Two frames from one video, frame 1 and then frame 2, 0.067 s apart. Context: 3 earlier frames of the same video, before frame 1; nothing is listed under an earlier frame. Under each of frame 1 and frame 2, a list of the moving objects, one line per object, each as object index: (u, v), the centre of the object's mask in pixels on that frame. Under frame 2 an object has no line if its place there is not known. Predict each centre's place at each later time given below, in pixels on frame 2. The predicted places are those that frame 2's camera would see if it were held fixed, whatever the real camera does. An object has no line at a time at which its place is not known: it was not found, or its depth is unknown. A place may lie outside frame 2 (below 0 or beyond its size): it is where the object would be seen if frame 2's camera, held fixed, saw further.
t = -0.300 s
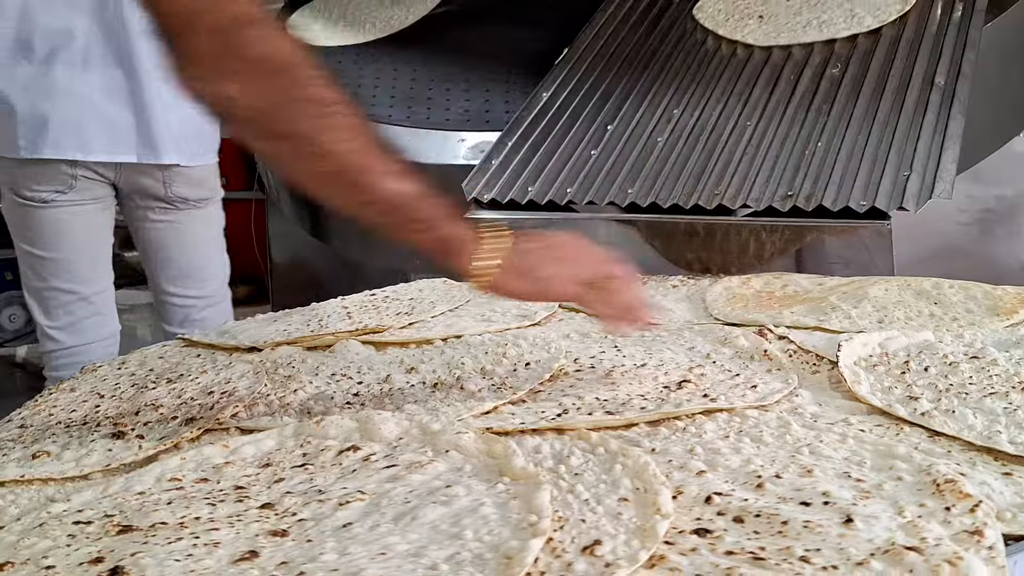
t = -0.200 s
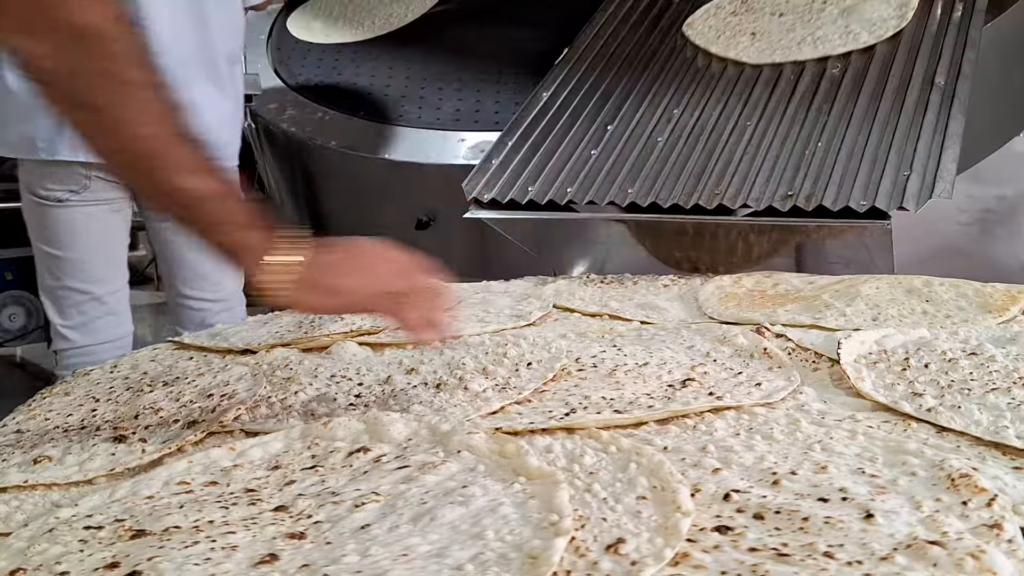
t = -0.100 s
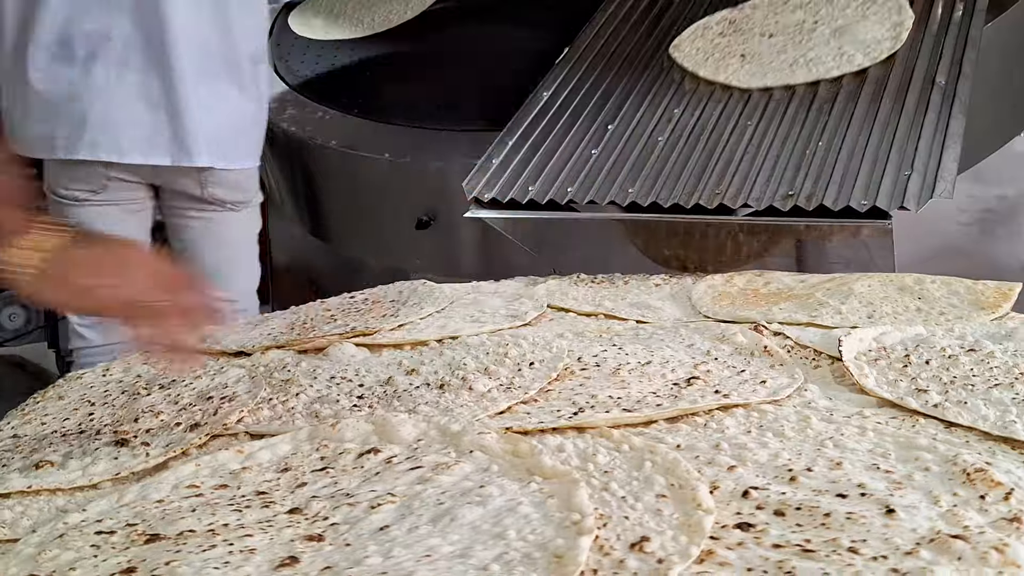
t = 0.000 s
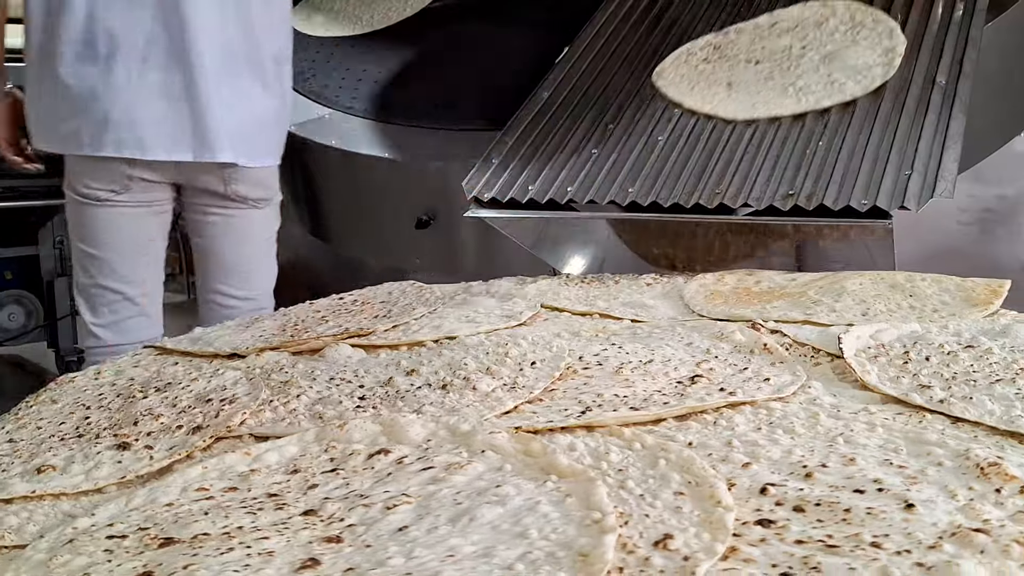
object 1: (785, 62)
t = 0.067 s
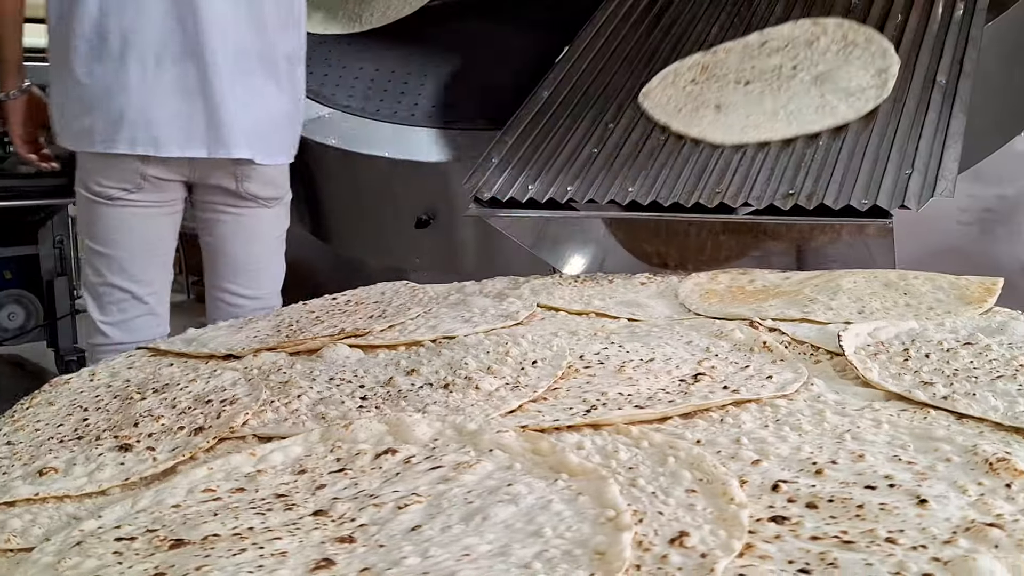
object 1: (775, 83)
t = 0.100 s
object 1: (772, 95)
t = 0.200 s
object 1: (757, 141)
